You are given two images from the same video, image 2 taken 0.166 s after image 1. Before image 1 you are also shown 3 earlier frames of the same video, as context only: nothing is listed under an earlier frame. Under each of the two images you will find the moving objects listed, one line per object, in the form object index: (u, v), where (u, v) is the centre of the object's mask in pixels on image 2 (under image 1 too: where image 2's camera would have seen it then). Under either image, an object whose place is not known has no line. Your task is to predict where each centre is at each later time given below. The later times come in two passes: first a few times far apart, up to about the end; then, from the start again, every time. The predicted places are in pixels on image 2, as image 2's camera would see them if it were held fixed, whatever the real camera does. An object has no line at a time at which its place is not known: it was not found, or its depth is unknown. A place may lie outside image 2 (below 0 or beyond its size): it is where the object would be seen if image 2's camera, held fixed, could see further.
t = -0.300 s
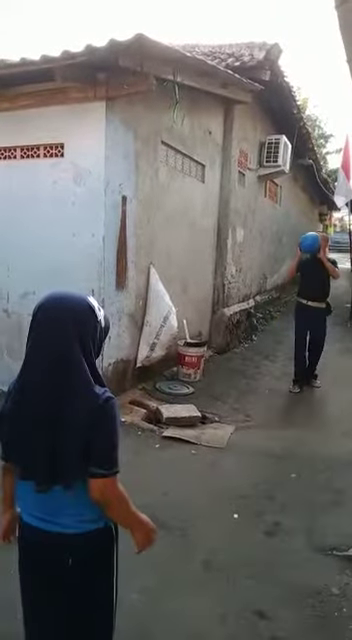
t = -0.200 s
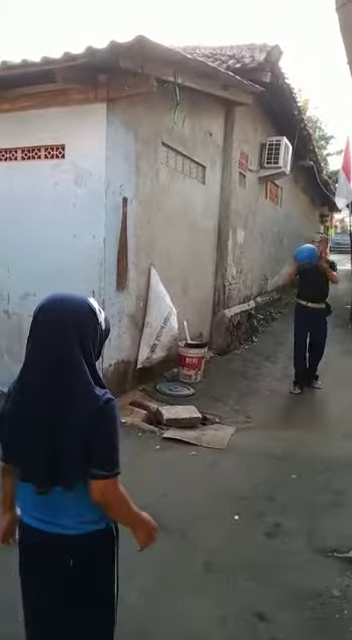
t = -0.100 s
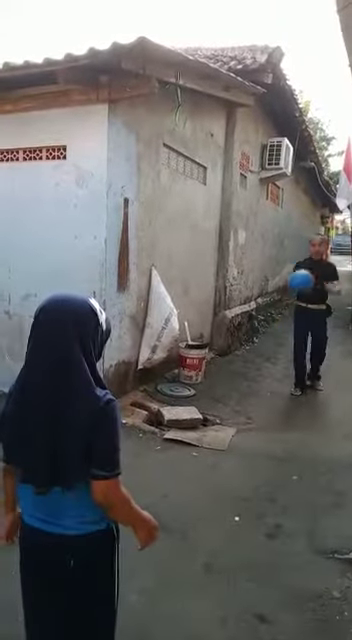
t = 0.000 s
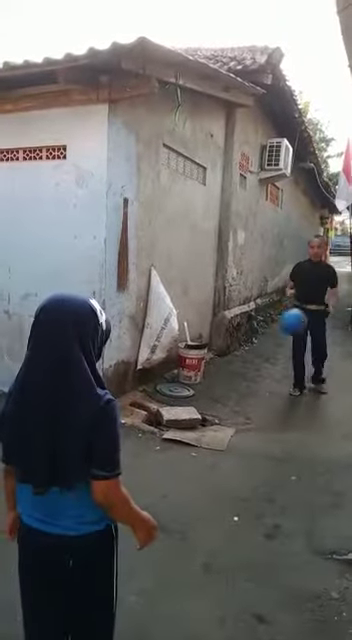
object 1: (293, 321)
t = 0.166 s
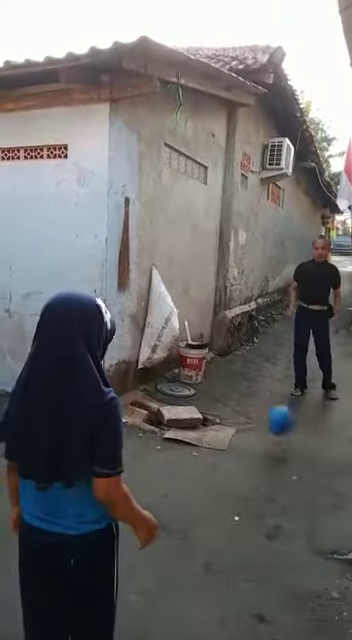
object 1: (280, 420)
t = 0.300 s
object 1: (272, 413)
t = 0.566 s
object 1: (257, 397)
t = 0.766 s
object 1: (233, 465)
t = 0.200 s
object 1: (276, 443)
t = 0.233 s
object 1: (275, 431)
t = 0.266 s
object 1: (273, 421)
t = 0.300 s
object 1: (272, 413)
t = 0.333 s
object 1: (271, 405)
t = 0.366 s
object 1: (270, 400)
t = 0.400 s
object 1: (269, 396)
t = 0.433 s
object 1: (267, 393)
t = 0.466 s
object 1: (264, 391)
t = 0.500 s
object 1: (262, 391)
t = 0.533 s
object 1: (259, 393)
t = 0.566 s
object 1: (257, 397)
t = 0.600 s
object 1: (254, 402)
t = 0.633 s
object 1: (250, 410)
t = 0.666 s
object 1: (246, 420)
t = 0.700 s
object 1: (241, 431)
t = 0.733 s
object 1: (238, 447)
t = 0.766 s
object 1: (233, 465)
